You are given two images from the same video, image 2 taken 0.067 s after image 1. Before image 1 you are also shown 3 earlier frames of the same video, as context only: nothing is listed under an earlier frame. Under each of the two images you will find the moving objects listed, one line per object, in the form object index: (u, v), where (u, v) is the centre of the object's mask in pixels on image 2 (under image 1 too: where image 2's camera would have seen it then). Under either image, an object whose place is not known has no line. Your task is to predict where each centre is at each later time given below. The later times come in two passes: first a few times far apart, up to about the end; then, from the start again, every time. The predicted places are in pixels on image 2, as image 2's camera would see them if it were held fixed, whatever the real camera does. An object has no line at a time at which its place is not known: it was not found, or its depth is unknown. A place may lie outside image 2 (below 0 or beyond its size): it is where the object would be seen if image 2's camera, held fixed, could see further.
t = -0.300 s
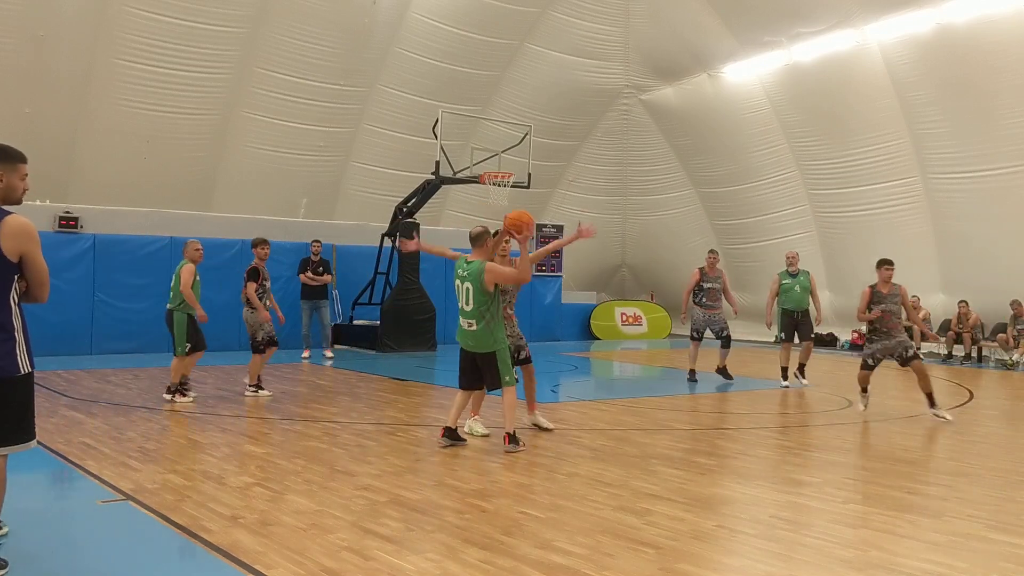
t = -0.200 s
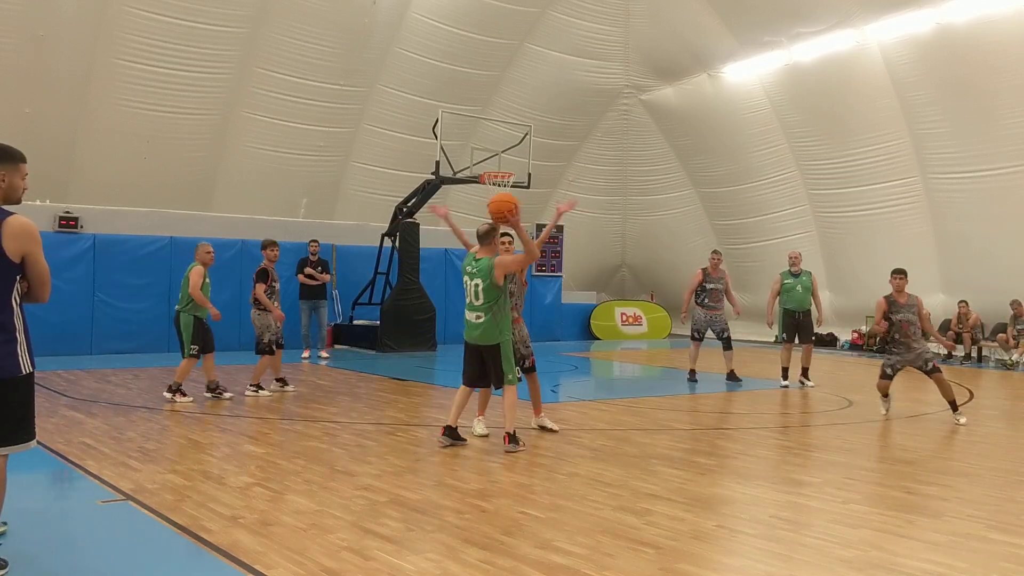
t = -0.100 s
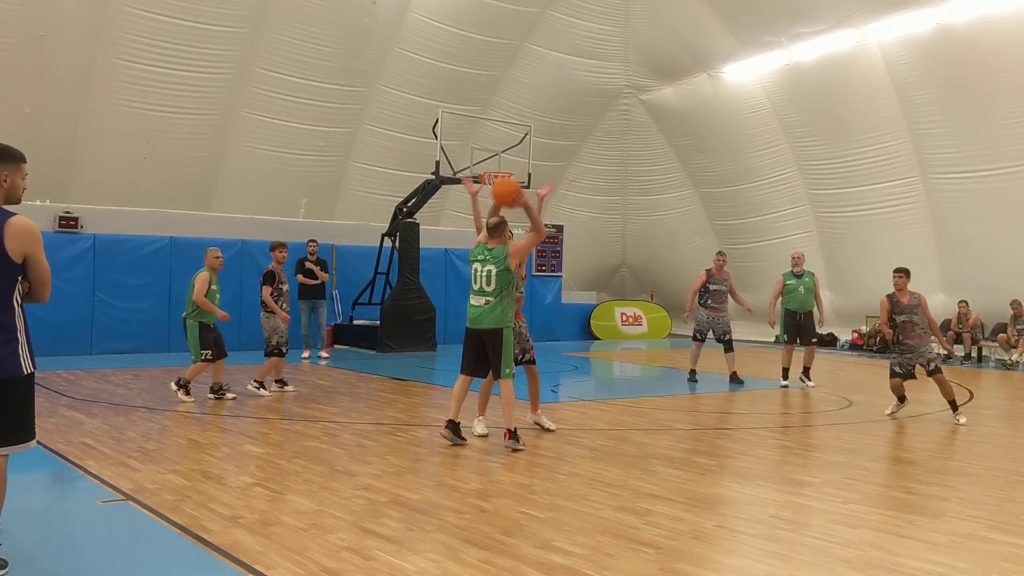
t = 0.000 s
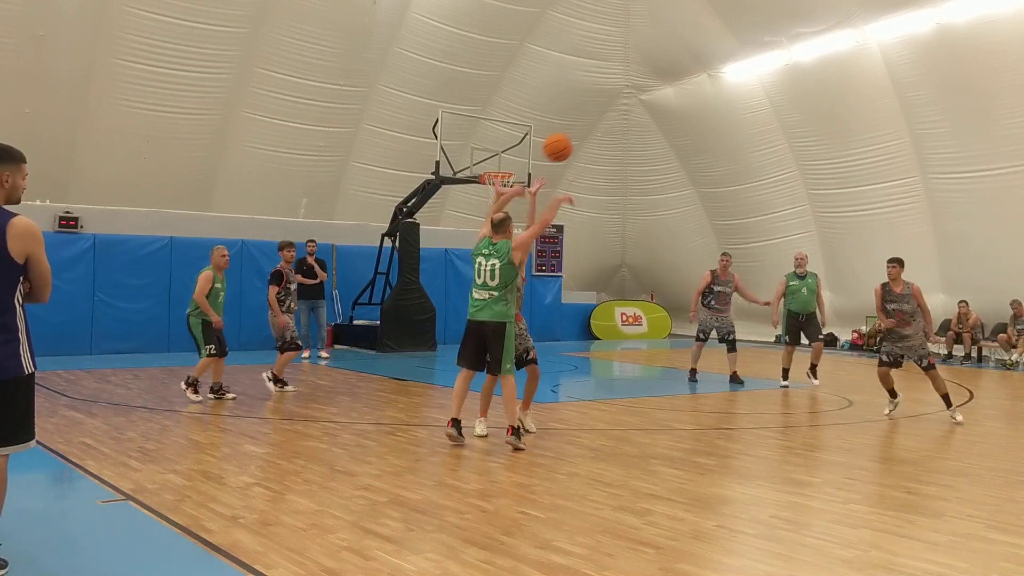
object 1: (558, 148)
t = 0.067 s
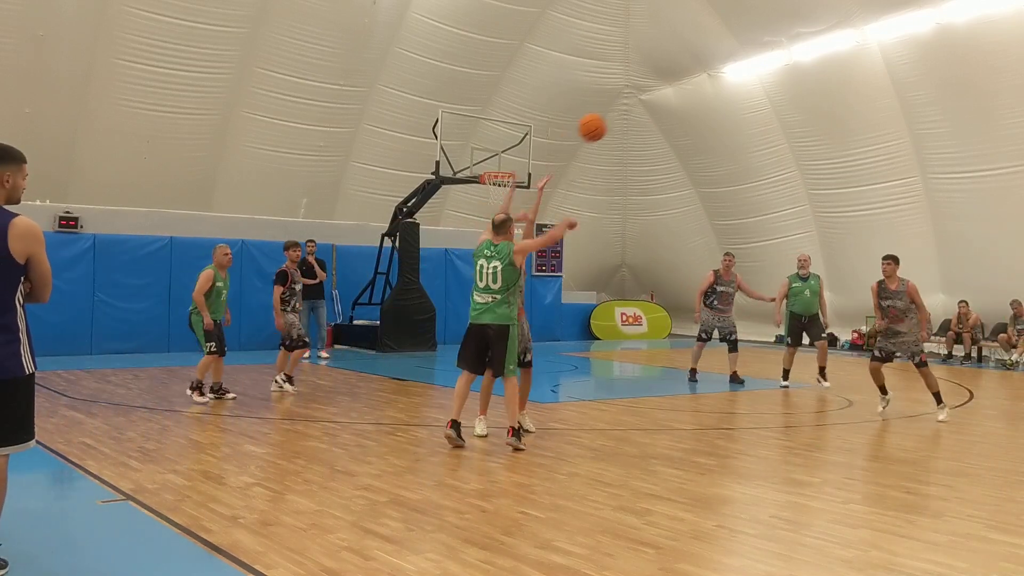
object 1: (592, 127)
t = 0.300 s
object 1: (693, 105)
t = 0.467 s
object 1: (749, 121)
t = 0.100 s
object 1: (609, 120)
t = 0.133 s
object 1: (625, 114)
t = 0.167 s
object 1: (639, 109)
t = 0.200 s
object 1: (653, 106)
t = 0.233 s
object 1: (667, 105)
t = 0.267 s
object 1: (680, 104)
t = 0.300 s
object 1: (693, 105)
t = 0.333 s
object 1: (705, 106)
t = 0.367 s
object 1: (717, 109)
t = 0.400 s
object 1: (728, 112)
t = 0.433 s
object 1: (739, 116)
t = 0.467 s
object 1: (749, 121)
